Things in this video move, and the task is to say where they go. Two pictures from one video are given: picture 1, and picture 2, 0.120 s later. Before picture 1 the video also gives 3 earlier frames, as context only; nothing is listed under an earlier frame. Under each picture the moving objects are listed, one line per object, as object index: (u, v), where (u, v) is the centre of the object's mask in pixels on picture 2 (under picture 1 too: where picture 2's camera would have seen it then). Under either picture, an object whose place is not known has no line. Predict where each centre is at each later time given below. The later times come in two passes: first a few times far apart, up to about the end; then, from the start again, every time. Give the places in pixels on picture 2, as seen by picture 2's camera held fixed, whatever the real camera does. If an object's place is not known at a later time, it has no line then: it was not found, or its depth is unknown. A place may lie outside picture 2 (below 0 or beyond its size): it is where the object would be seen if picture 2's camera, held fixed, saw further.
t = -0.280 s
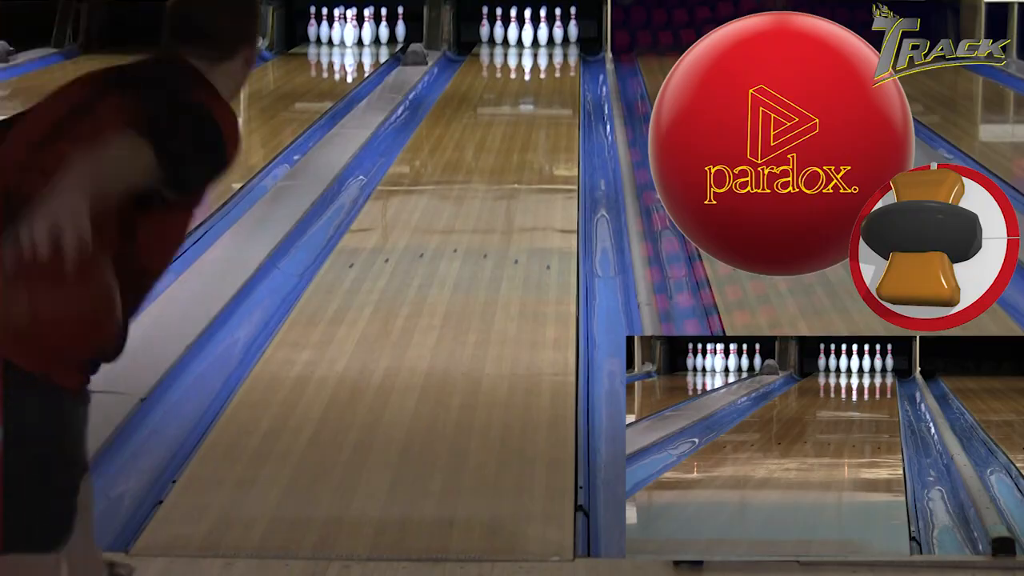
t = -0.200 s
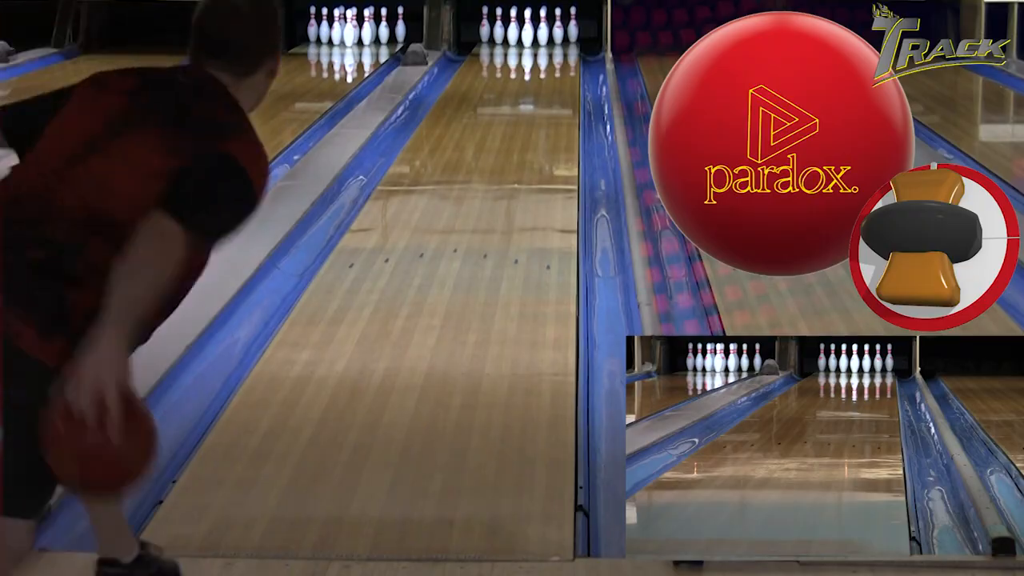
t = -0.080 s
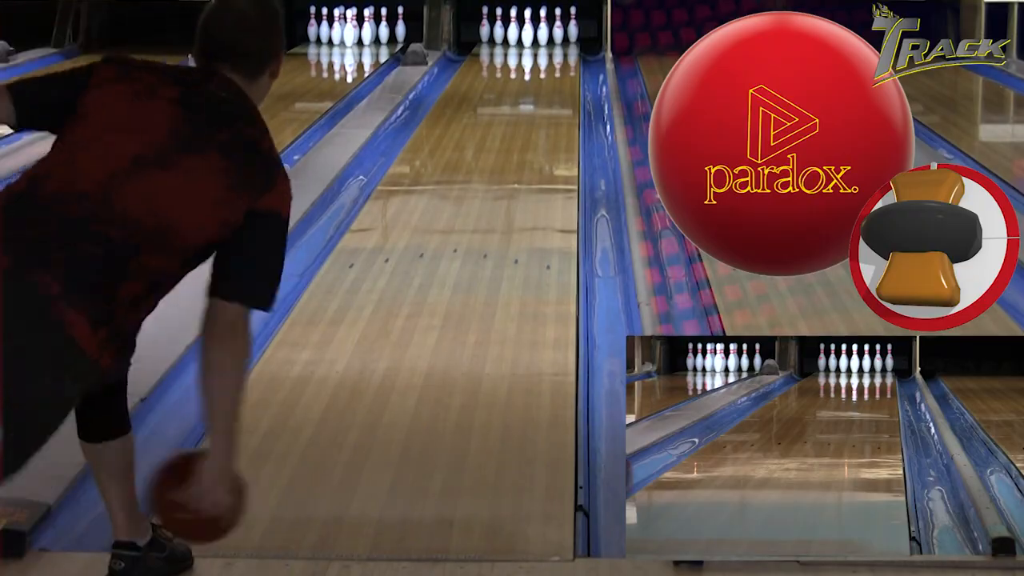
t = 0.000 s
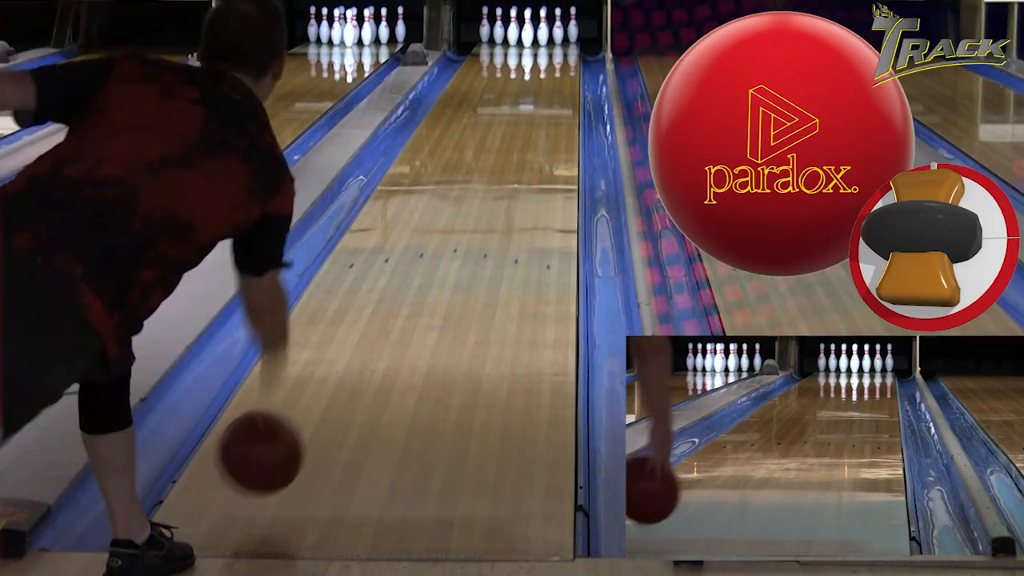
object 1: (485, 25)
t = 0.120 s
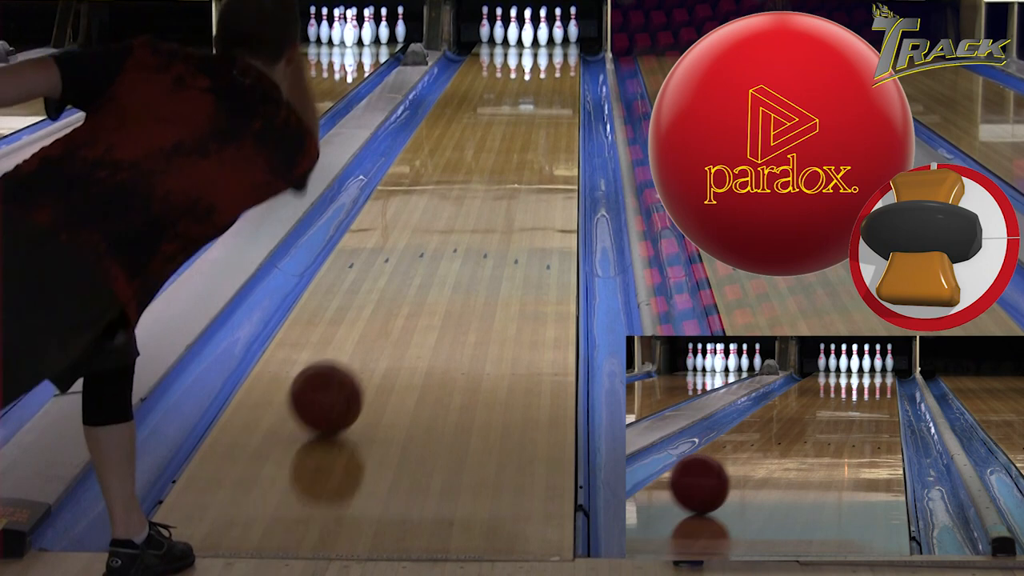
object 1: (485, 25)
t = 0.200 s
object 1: (485, 25)
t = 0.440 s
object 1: (485, 25)
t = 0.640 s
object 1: (485, 25)
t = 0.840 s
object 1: (485, 25)
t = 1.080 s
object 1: (485, 25)
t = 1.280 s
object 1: (485, 25)
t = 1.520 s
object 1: (485, 25)
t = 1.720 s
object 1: (485, 25)
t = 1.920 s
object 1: (485, 25)
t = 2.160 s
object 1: (485, 25)
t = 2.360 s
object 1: (485, 25)
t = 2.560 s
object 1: (484, 25)
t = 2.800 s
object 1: (470, 34)
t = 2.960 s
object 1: (467, 33)
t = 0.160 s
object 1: (485, 25)
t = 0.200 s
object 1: (485, 25)
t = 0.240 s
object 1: (485, 25)
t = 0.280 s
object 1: (485, 25)
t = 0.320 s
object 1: (485, 25)
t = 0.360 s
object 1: (485, 25)
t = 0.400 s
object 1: (485, 25)
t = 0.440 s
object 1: (485, 25)
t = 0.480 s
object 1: (485, 25)
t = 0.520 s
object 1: (485, 25)
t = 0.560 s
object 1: (485, 25)
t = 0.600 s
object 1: (485, 25)
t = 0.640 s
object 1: (485, 25)
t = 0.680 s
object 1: (485, 25)
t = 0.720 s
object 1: (485, 25)
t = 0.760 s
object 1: (485, 25)
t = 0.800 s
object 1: (485, 25)
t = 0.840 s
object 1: (485, 25)
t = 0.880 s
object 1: (485, 25)
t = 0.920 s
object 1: (485, 25)
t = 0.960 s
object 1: (485, 25)
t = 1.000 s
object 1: (485, 25)
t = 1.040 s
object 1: (485, 25)
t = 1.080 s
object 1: (485, 25)
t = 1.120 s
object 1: (485, 25)
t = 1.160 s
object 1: (485, 25)
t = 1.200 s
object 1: (485, 25)
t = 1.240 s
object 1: (485, 25)
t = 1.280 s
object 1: (485, 25)
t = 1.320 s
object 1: (485, 25)
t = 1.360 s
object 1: (485, 25)
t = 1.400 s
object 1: (485, 25)
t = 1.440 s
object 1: (485, 25)
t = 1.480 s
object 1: (485, 25)
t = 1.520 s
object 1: (485, 25)
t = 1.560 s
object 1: (485, 25)
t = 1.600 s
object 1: (485, 25)
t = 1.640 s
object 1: (485, 25)
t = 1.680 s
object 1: (485, 25)
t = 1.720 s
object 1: (485, 25)
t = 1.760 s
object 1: (485, 25)
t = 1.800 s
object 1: (485, 25)
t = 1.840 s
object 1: (485, 25)
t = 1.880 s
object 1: (485, 25)
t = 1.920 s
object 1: (485, 25)
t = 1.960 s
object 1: (485, 25)
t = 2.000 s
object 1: (485, 25)
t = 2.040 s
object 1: (485, 25)
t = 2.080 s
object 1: (485, 25)
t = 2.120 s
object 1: (485, 25)
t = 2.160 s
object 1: (485, 25)
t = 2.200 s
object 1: (485, 25)
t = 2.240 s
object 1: (485, 25)
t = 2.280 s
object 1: (485, 25)
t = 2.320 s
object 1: (485, 25)
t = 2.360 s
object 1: (485, 25)
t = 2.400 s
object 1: (485, 25)
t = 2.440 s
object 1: (485, 25)
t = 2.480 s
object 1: (485, 25)
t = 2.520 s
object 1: (485, 25)
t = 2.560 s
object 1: (484, 25)
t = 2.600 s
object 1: (482, 24)
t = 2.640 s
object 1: (479, 27)
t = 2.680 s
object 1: (470, 29)
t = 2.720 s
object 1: (470, 32)
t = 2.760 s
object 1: (470, 33)
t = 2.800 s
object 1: (470, 34)
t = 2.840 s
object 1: (472, 35)
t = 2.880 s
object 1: (473, 35)
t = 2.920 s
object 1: (469, 35)
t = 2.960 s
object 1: (467, 33)
